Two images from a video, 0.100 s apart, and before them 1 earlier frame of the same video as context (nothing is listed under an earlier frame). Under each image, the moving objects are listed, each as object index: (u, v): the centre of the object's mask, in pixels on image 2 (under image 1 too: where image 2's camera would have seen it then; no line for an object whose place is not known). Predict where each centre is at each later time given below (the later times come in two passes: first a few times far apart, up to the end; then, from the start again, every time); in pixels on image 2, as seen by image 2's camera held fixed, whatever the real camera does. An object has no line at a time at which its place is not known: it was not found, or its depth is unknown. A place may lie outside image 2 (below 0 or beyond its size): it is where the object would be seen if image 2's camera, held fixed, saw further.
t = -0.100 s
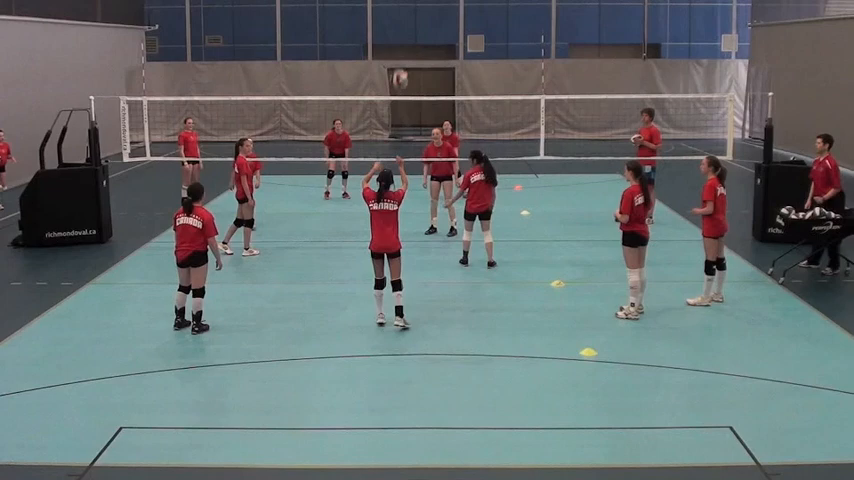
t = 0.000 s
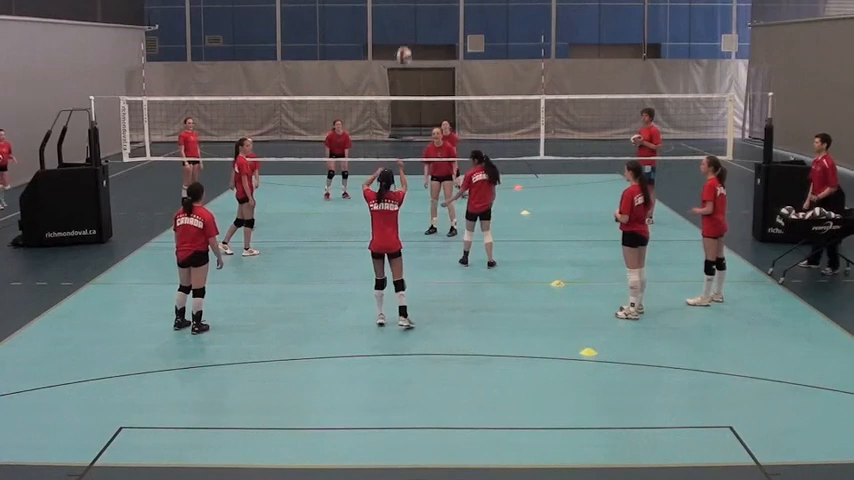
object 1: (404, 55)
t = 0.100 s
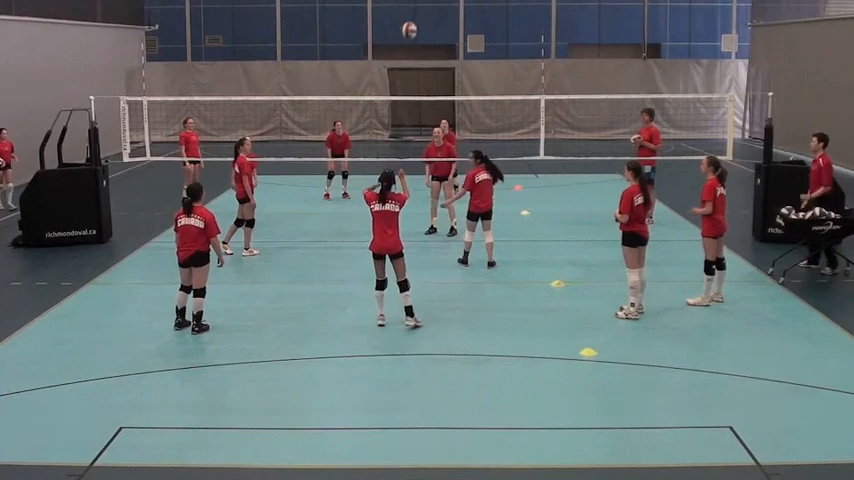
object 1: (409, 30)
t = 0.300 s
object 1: (418, 8)
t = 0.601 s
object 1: (430, 31)
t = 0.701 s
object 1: (433, 50)
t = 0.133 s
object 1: (411, 24)
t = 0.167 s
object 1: (412, 19)
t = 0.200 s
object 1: (414, 14)
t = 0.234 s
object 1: (416, 11)
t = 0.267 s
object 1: (417, 9)
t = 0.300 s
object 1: (418, 8)
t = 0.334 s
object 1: (420, 7)
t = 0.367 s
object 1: (421, 8)
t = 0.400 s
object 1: (423, 9)
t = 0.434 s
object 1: (424, 11)
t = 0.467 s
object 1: (425, 14)
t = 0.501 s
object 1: (426, 17)
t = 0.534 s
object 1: (427, 21)
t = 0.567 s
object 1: (429, 26)
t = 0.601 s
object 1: (430, 31)
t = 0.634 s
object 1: (431, 37)
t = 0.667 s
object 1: (432, 44)
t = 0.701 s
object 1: (433, 50)
